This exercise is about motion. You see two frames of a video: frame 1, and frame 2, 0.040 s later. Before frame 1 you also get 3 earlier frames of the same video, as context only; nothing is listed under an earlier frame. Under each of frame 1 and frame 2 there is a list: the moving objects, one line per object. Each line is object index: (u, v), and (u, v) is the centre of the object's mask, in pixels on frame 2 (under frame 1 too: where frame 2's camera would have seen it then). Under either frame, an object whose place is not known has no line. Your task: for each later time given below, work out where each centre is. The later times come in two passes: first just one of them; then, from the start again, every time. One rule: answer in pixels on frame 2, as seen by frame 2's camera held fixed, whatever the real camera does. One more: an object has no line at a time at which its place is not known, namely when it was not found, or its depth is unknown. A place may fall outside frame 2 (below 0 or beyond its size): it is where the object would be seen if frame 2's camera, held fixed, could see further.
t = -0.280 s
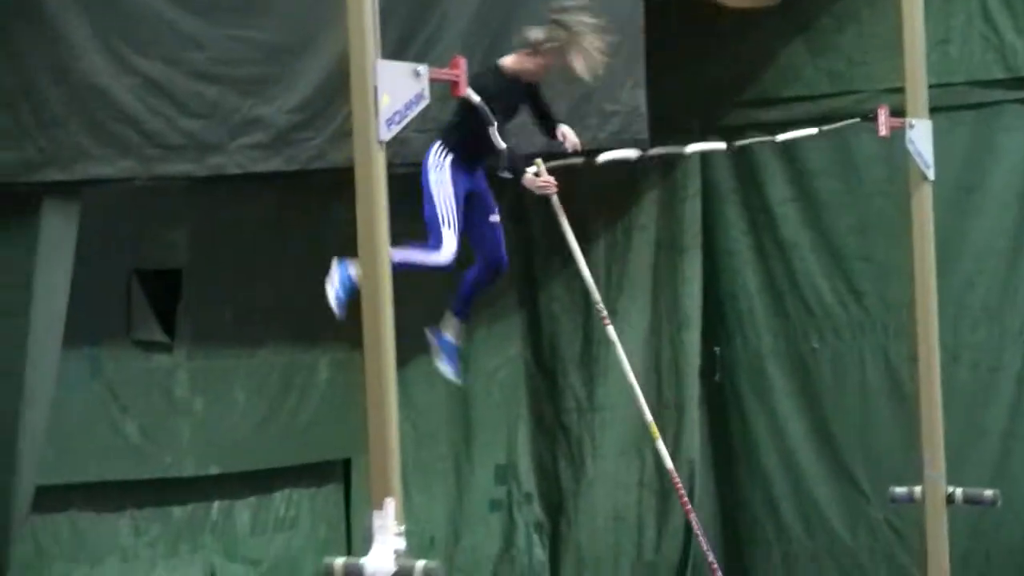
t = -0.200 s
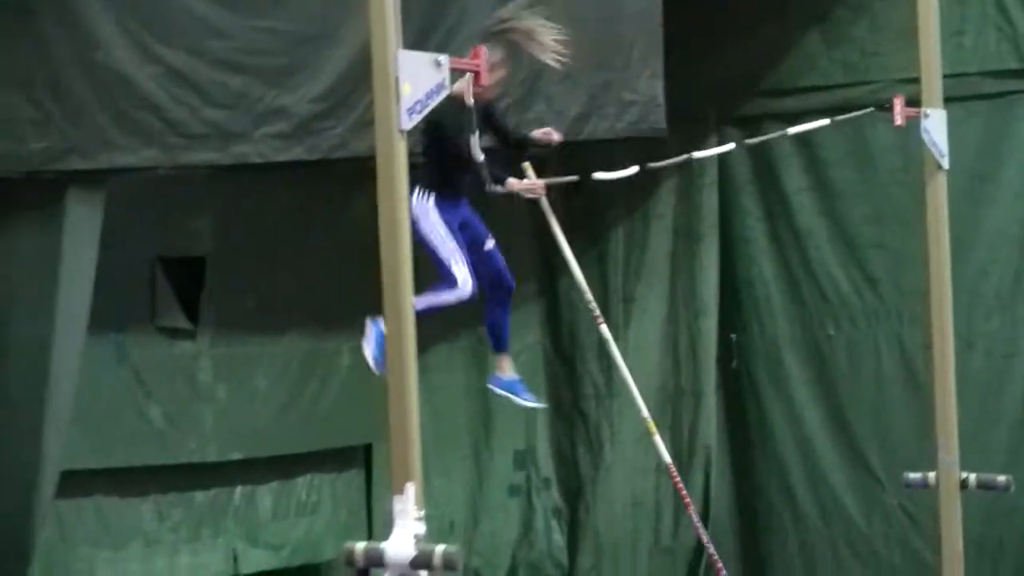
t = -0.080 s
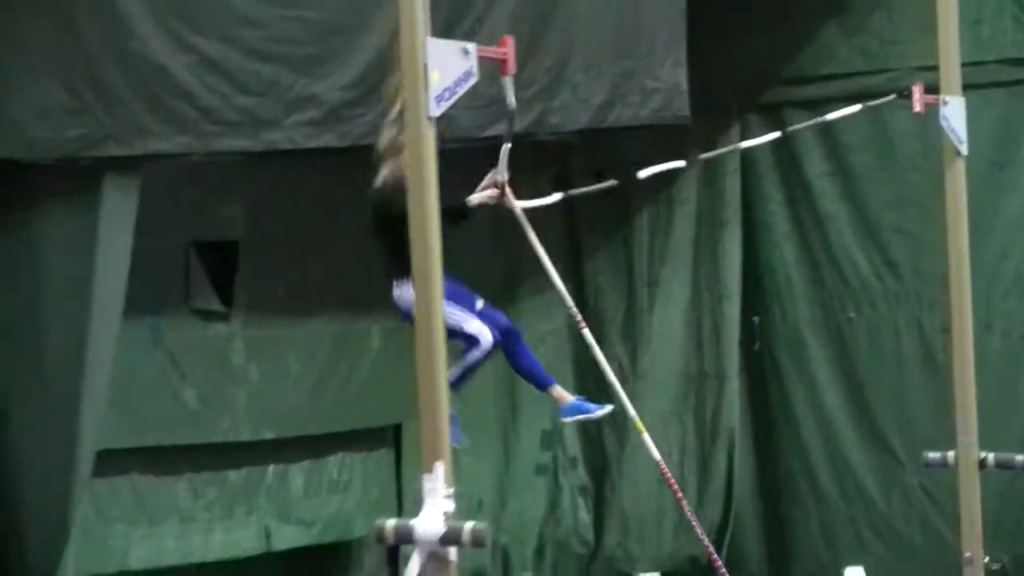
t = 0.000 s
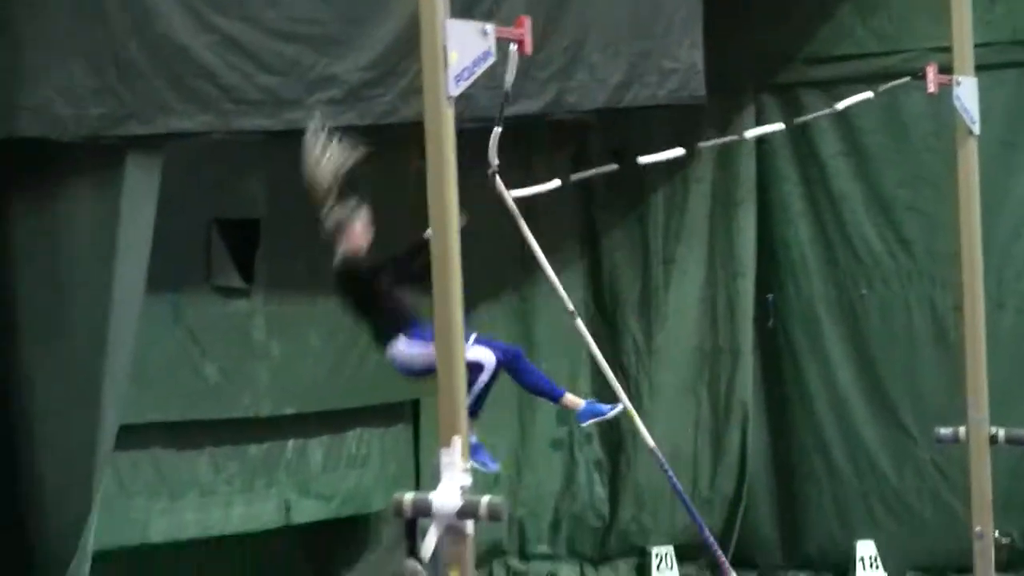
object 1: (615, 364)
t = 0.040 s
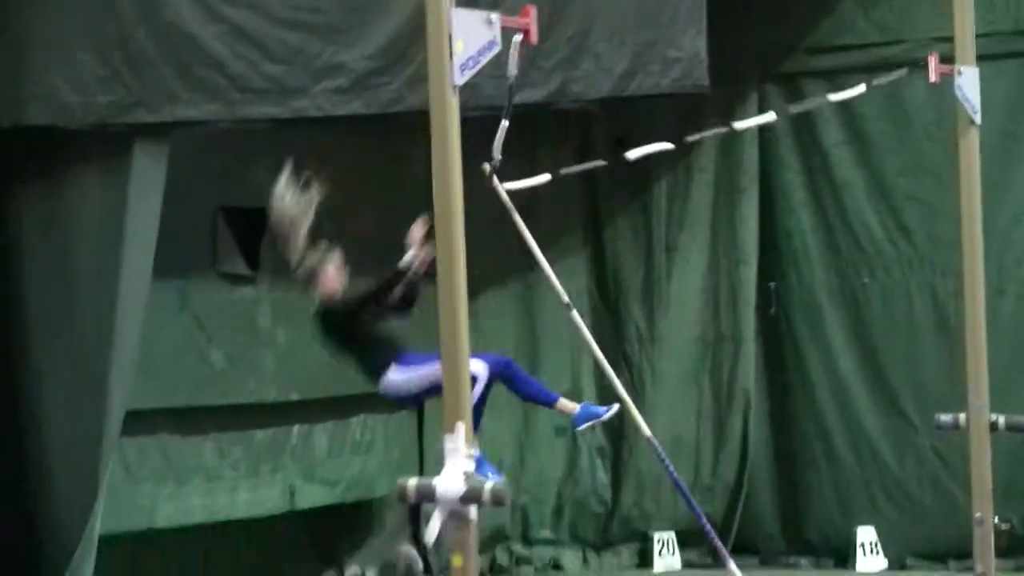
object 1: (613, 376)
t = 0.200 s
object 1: (627, 403)
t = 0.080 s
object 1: (612, 385)
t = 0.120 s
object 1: (616, 393)
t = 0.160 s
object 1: (619, 395)
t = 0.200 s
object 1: (627, 403)
